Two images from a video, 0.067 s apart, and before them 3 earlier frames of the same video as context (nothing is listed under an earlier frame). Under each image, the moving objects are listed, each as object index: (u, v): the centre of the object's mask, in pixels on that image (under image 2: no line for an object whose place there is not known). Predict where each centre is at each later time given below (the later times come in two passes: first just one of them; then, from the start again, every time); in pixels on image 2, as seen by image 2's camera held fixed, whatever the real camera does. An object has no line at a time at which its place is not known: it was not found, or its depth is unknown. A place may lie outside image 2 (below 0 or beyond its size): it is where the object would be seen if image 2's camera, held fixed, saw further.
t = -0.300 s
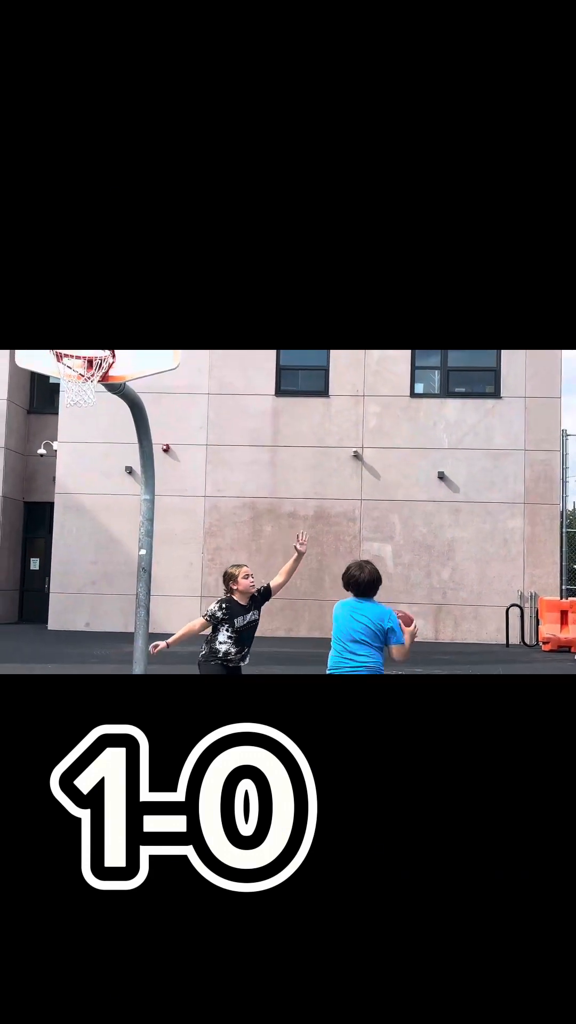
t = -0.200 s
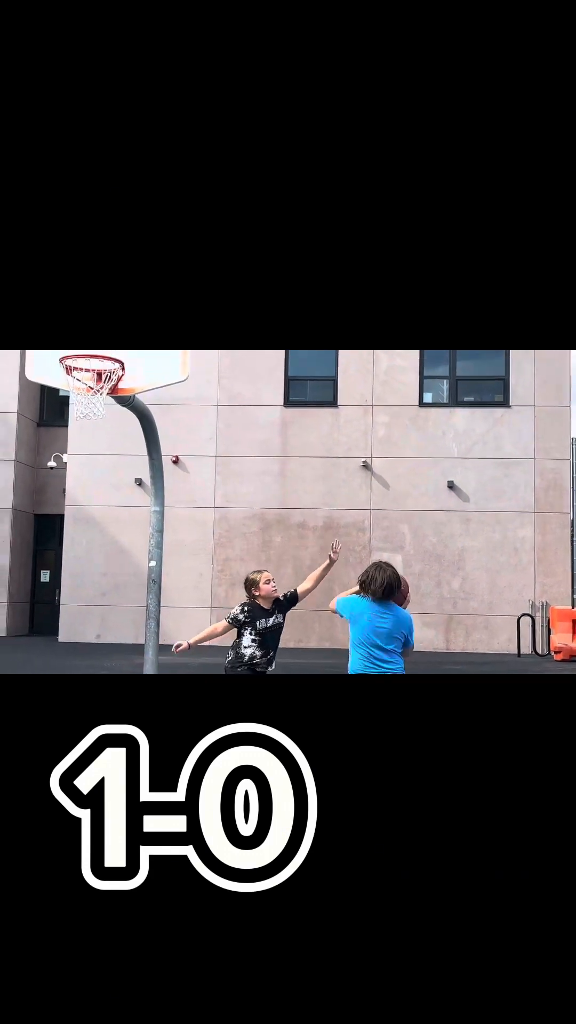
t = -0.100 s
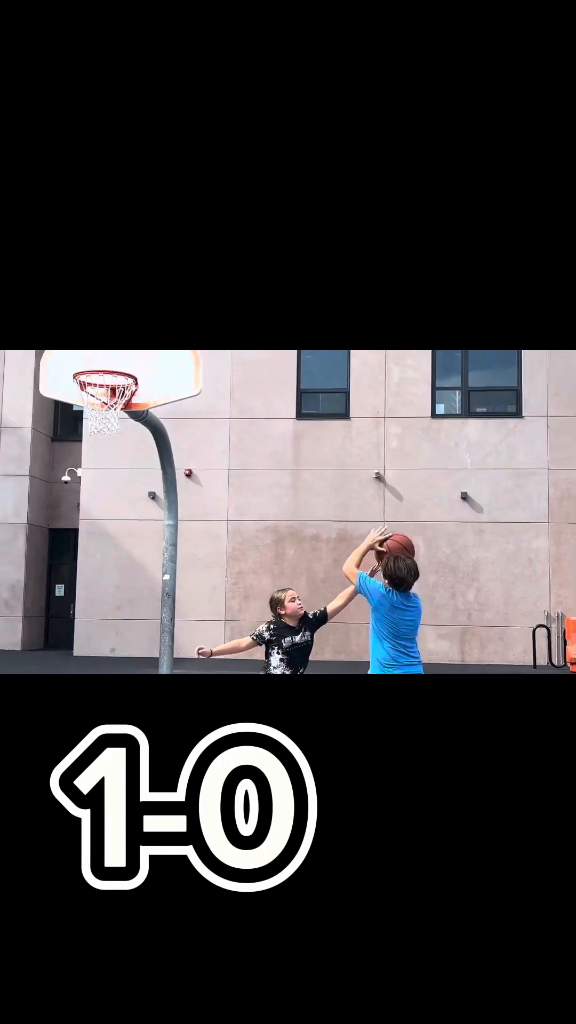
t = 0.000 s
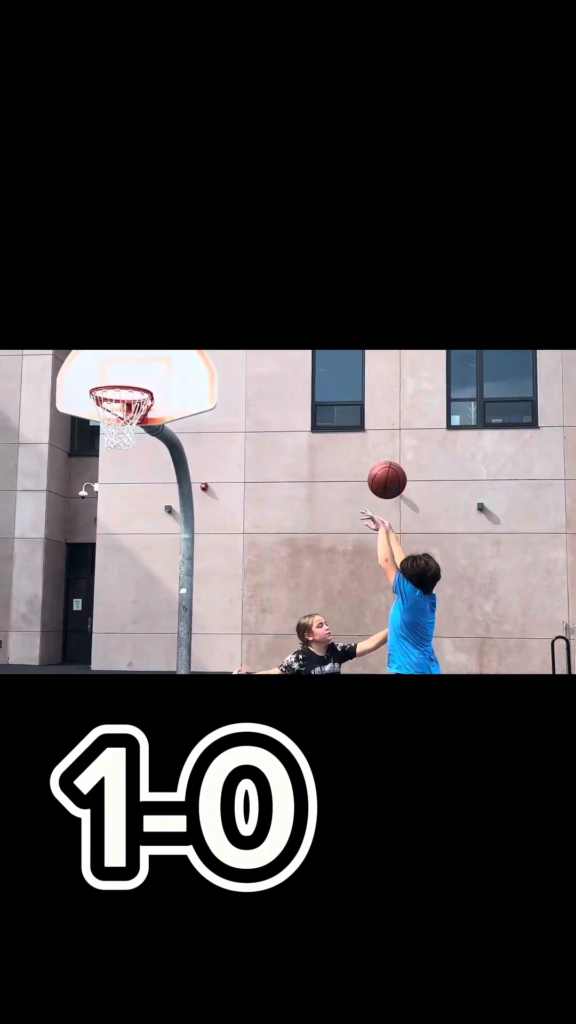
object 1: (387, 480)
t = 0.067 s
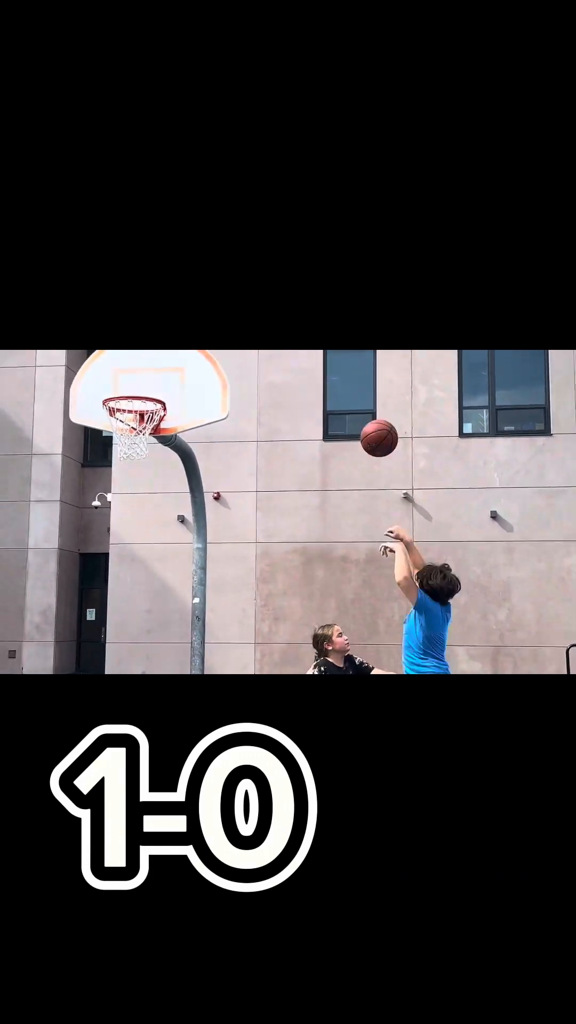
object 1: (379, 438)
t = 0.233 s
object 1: (336, 354)
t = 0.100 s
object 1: (370, 417)
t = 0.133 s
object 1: (362, 398)
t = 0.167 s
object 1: (353, 381)
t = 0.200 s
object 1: (344, 367)
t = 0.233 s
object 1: (336, 354)
